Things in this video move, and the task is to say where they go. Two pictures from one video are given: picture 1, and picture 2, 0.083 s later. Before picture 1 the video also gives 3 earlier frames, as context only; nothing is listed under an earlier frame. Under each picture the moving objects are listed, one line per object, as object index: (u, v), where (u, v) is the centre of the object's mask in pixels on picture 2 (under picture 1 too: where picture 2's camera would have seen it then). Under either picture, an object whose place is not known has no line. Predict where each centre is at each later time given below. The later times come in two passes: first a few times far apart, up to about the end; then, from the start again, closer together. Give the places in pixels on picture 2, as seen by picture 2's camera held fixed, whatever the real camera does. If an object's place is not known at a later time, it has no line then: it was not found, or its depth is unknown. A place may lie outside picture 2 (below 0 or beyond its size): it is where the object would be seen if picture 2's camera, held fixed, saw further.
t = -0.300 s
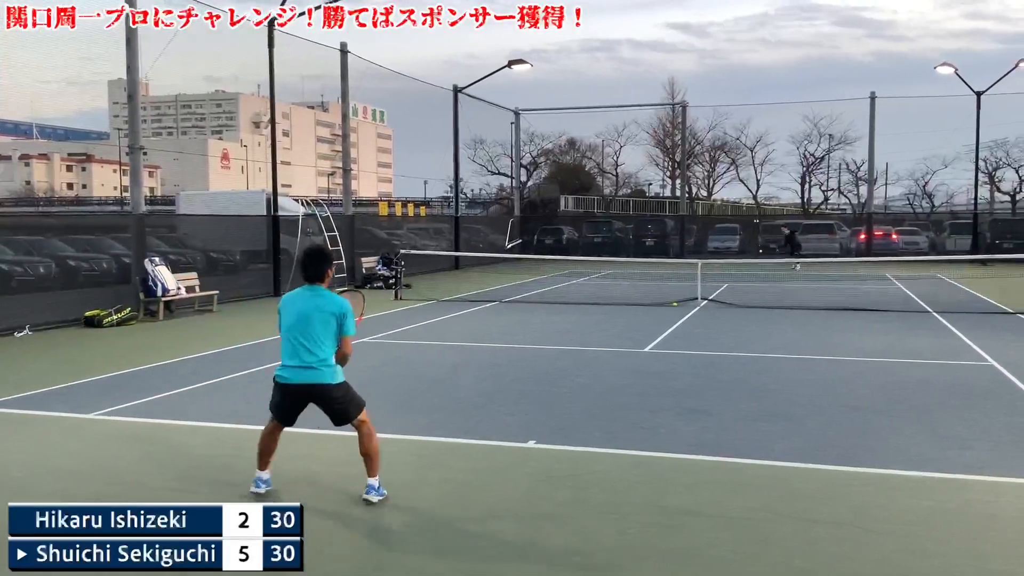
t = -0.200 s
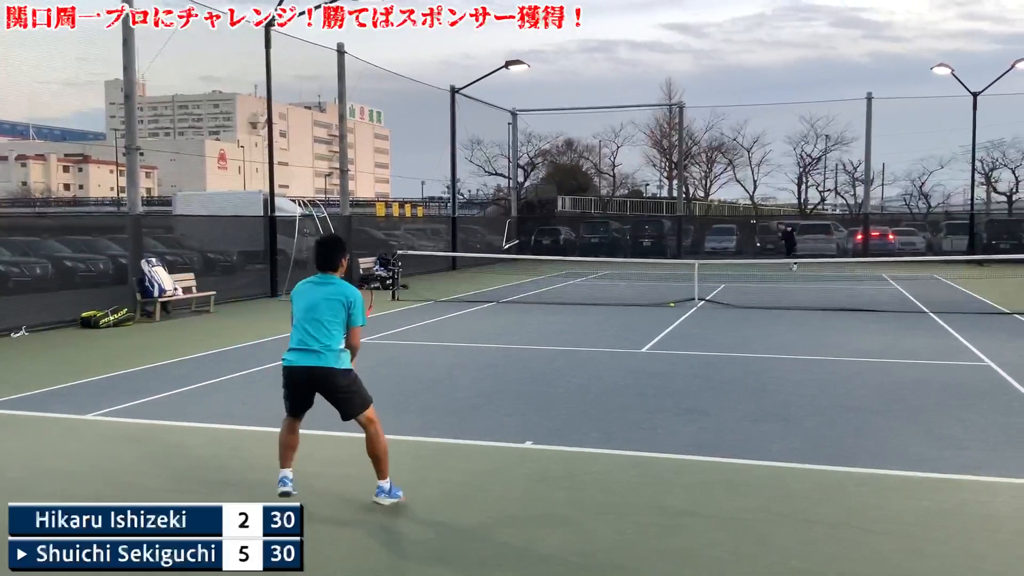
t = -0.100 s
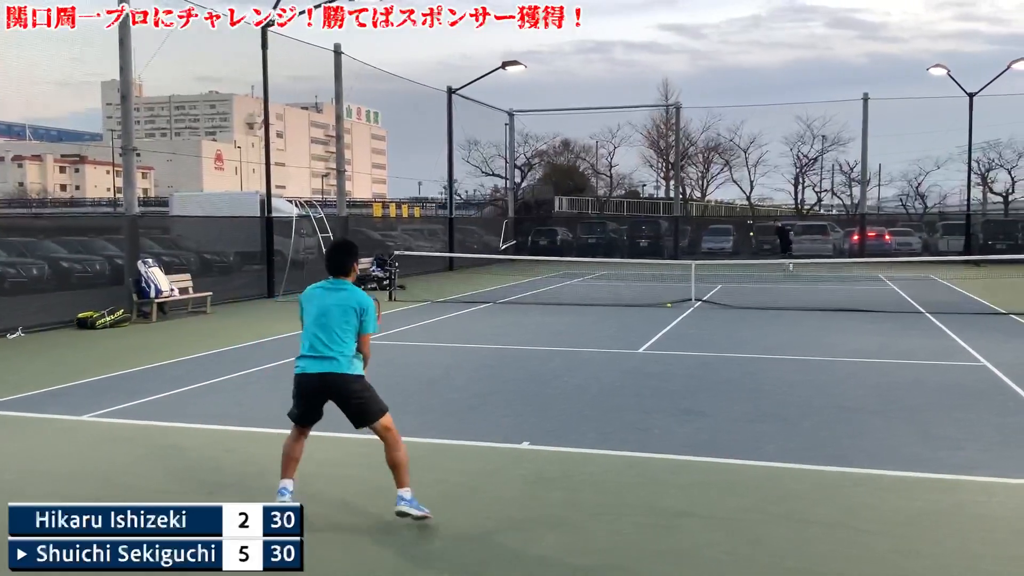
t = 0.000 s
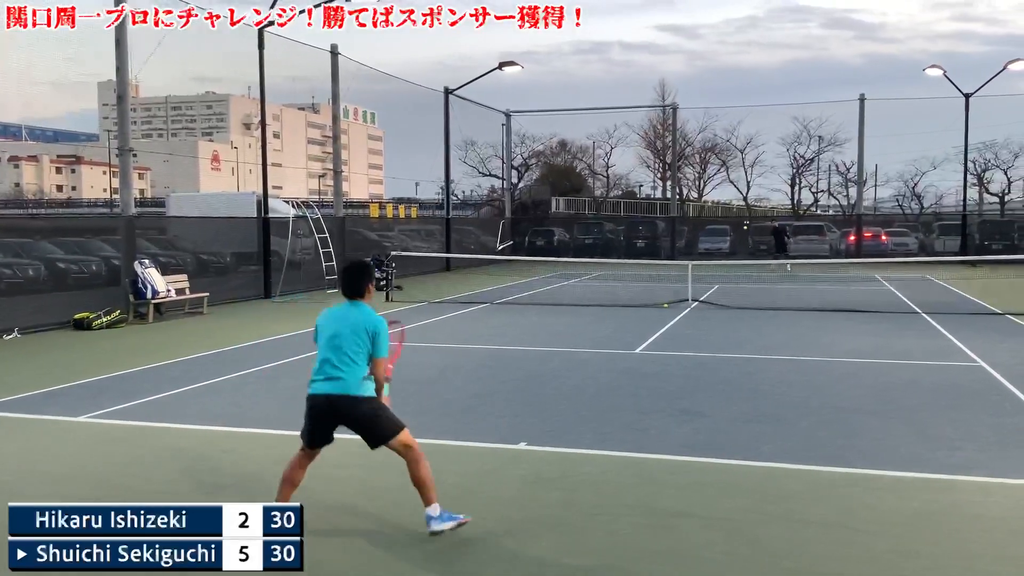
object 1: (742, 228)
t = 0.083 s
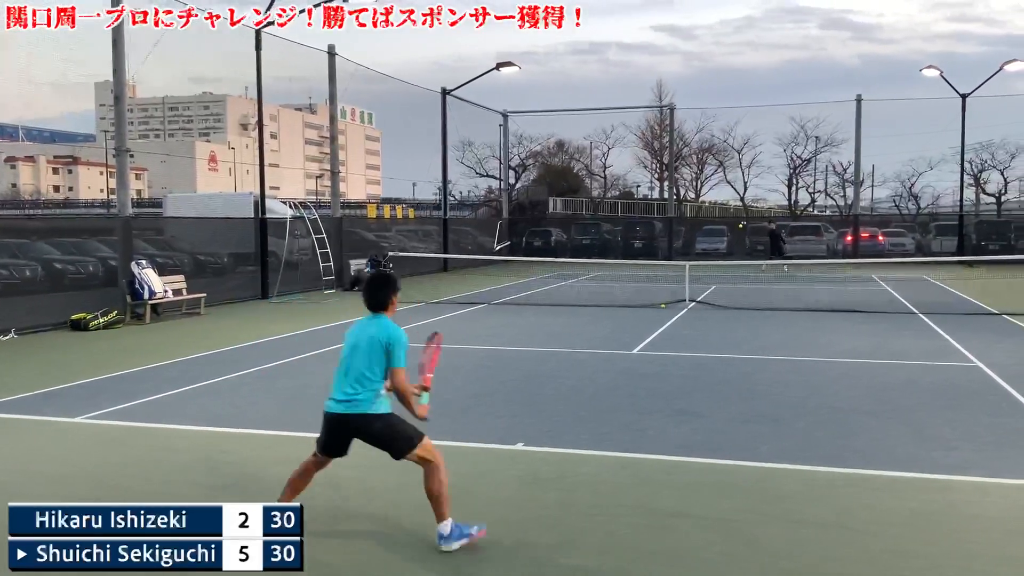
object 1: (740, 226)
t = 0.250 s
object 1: (737, 236)
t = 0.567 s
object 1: (738, 349)
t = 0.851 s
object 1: (741, 343)
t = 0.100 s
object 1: (740, 226)
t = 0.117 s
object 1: (740, 226)
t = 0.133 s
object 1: (739, 227)
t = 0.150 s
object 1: (739, 227)
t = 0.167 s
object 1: (739, 228)
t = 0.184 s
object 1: (738, 229)
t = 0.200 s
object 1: (738, 231)
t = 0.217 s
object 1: (738, 232)
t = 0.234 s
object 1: (738, 234)
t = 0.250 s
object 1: (737, 236)
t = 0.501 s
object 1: (737, 309)
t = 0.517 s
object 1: (737, 318)
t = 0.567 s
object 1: (738, 349)
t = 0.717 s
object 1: (740, 358)
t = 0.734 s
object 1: (741, 355)
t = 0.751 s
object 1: (741, 353)
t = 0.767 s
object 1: (741, 350)
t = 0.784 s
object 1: (740, 348)
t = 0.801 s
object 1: (741, 347)
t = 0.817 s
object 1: (741, 345)
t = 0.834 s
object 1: (741, 344)
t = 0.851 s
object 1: (741, 343)
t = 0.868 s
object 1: (741, 344)
